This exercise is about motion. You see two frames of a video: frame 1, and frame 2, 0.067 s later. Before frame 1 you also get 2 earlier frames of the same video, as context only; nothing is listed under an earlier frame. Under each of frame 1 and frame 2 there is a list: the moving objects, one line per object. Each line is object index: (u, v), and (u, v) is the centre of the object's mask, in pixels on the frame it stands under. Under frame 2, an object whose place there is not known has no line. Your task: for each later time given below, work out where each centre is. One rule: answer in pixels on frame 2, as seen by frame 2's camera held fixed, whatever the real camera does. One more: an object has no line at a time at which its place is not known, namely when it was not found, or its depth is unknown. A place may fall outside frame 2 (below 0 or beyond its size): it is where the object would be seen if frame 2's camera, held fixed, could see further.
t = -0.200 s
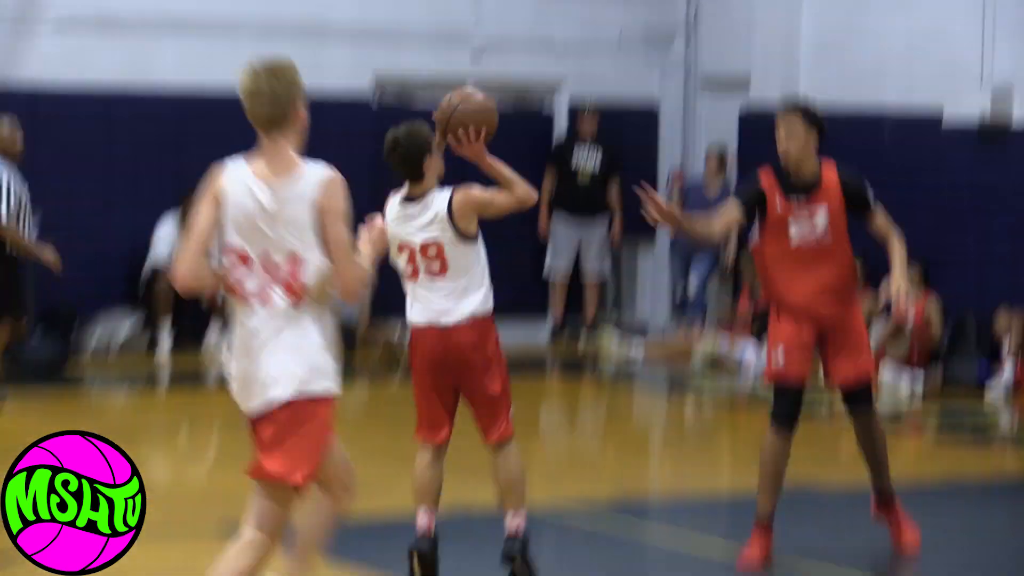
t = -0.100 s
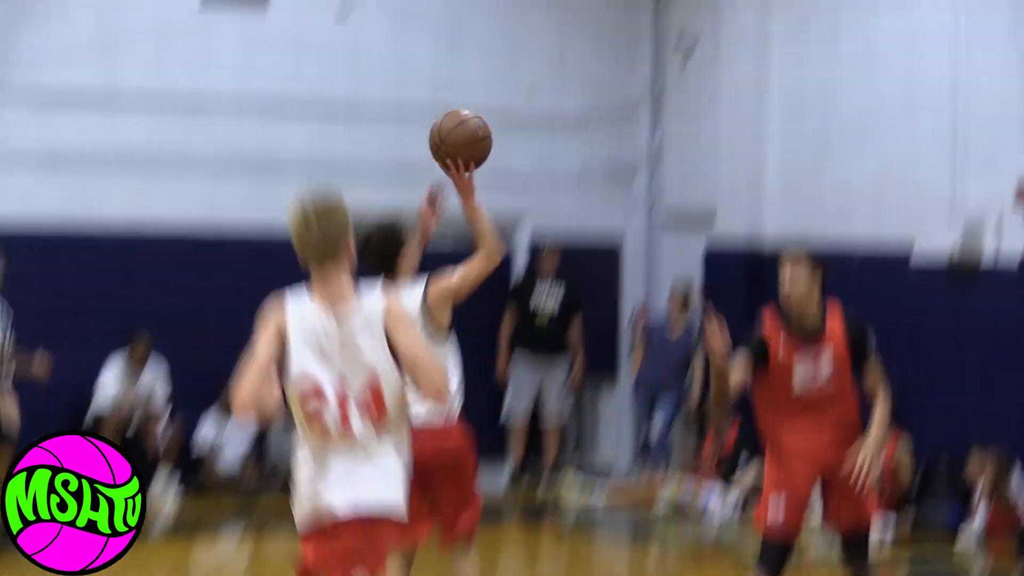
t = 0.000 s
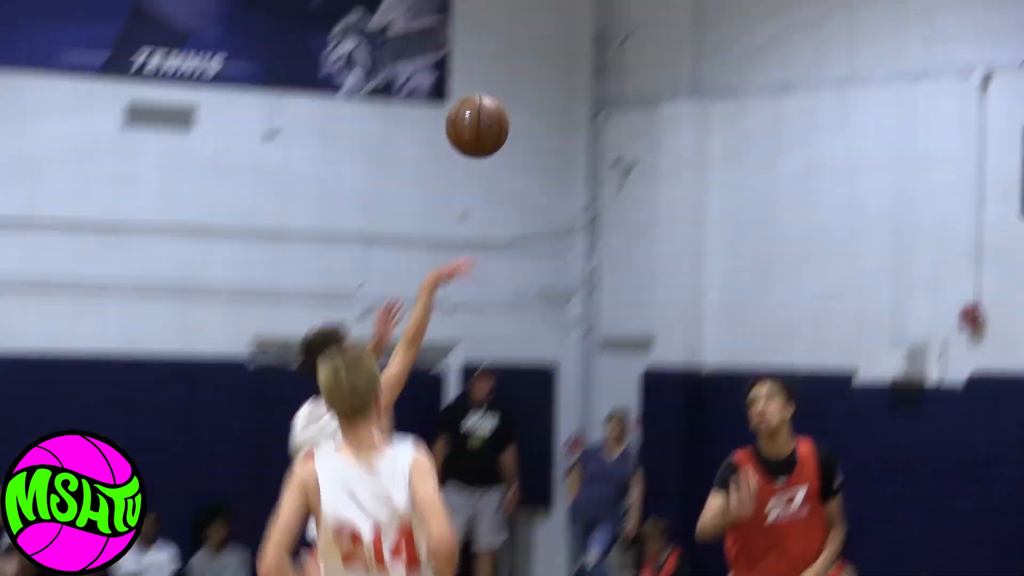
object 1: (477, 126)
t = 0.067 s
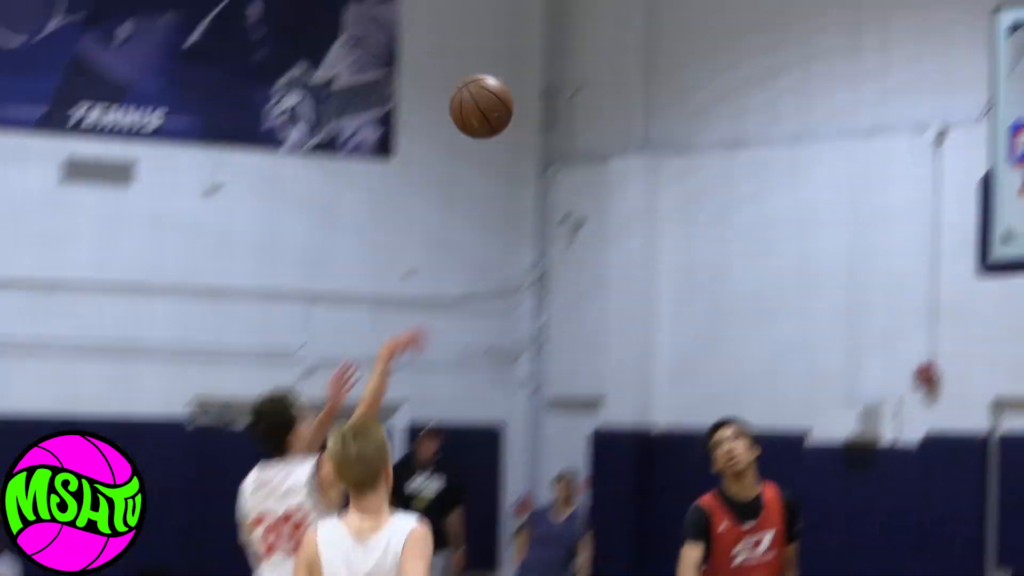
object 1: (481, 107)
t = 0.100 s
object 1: (509, 74)
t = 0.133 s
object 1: (537, 46)
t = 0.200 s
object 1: (589, -4)
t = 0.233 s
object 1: (616, -24)
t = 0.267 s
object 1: (642, -41)
